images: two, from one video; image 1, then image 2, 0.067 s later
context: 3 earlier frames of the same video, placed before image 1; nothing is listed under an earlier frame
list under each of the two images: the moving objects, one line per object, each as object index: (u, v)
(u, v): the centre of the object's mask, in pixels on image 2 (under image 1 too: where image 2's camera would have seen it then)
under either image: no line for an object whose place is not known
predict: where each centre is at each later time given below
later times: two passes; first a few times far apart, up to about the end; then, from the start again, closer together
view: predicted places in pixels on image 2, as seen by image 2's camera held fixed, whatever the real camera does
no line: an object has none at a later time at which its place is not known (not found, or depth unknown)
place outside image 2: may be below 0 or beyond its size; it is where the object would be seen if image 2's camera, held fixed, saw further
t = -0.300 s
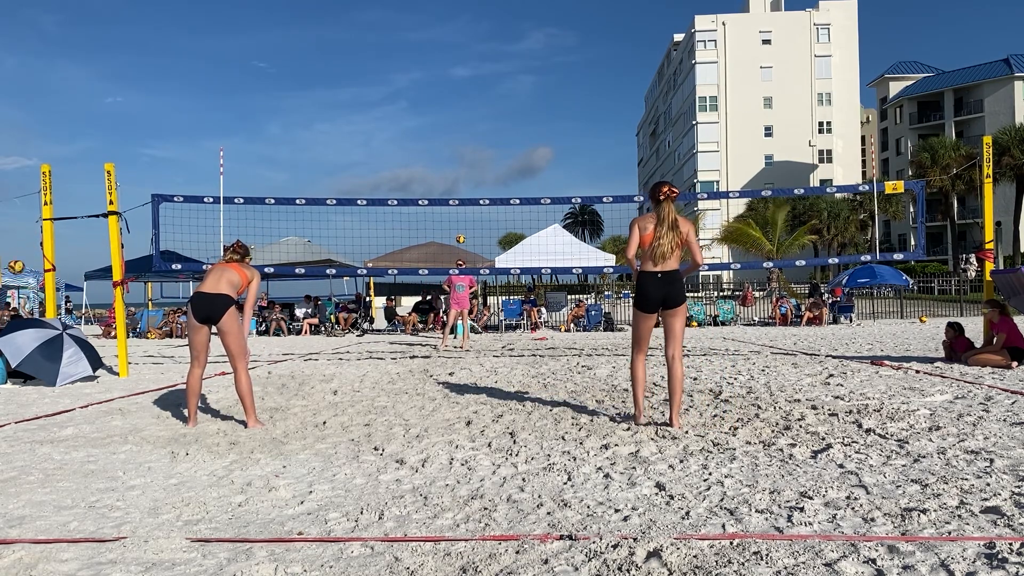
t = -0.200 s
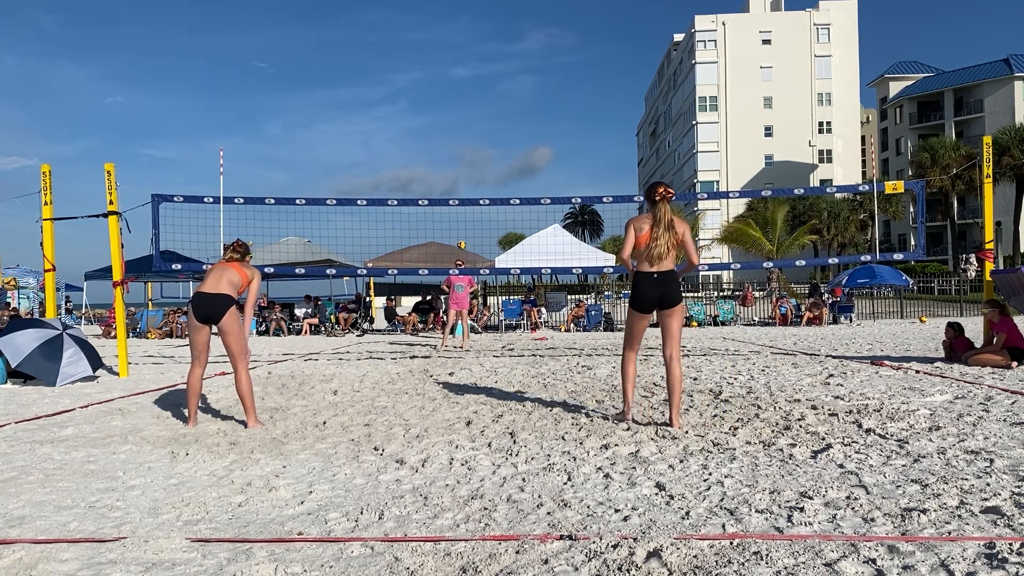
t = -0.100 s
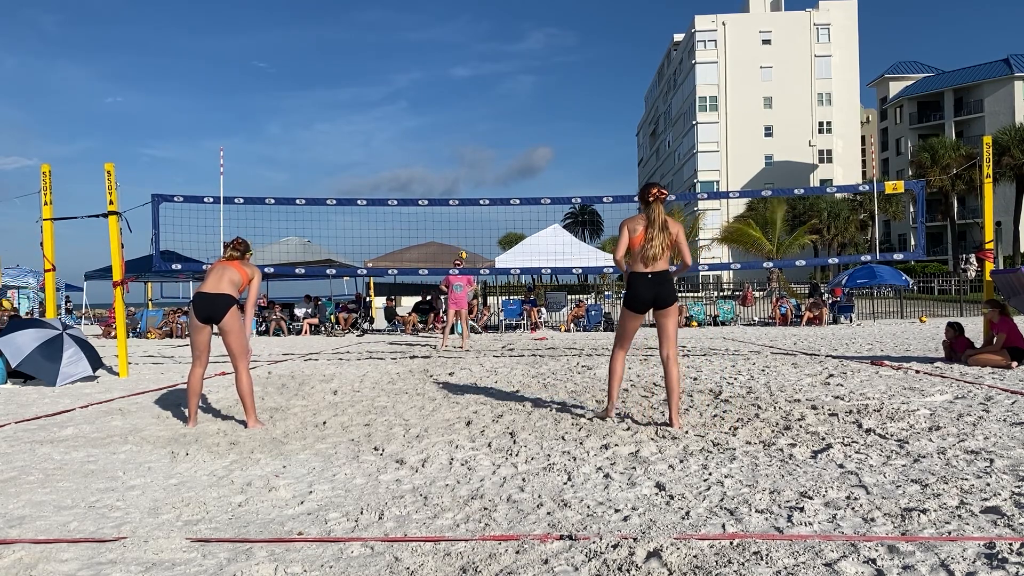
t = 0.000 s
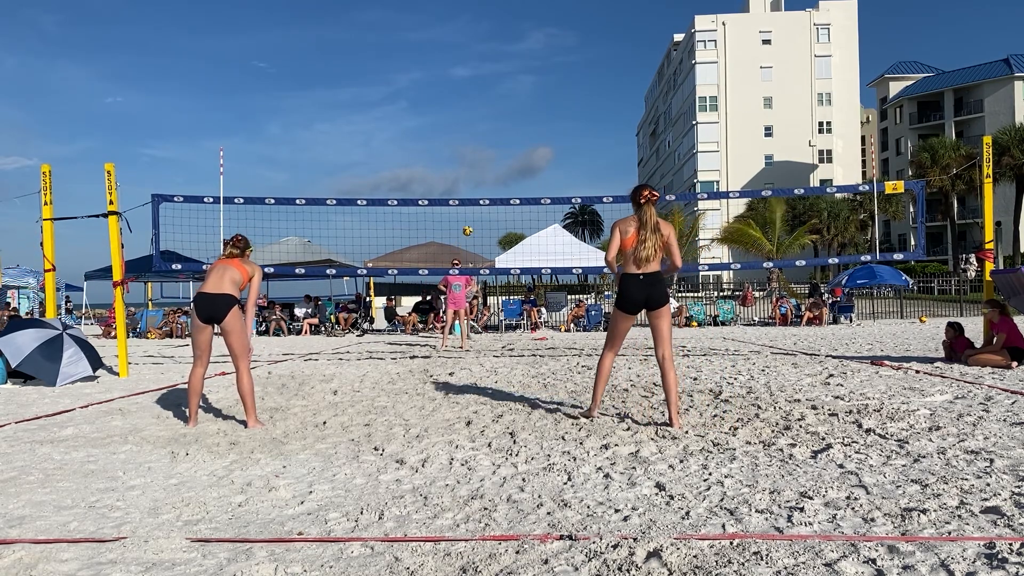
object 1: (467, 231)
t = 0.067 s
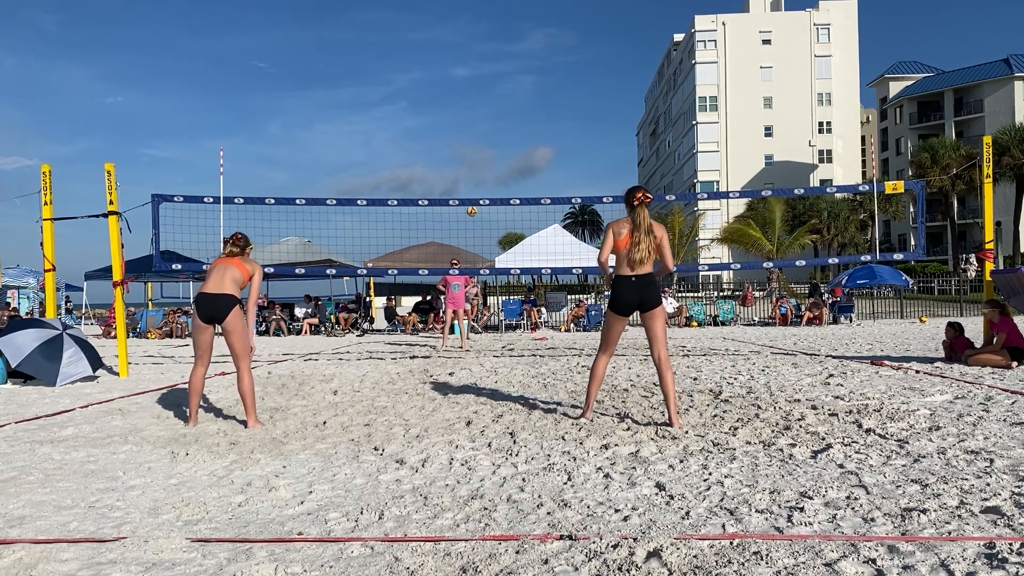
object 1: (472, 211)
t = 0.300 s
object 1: (495, 148)
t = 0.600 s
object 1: (548, 94)
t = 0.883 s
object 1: (635, 97)
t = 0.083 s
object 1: (473, 208)
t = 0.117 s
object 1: (475, 195)
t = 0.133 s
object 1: (477, 192)
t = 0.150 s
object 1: (478, 187)
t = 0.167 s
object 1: (480, 182)
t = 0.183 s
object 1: (481, 178)
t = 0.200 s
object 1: (483, 173)
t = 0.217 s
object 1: (485, 168)
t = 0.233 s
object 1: (487, 164)
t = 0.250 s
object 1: (489, 160)
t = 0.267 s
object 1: (491, 156)
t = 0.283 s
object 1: (493, 151)
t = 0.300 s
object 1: (495, 148)
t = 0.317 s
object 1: (497, 143)
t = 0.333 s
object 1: (500, 140)
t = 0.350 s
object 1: (502, 136)
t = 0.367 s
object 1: (505, 132)
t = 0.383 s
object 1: (507, 129)
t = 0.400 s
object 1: (509, 125)
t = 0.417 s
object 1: (512, 122)
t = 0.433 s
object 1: (515, 119)
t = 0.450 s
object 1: (518, 115)
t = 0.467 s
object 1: (521, 112)
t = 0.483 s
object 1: (524, 110)
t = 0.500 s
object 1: (527, 107)
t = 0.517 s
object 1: (530, 104)
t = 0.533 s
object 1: (534, 102)
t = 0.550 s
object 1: (537, 99)
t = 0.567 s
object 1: (541, 97)
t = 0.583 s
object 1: (544, 95)
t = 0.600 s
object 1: (548, 94)
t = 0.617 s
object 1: (552, 92)
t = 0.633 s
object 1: (556, 90)
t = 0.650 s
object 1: (560, 89)
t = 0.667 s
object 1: (564, 88)
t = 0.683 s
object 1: (569, 87)
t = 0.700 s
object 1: (573, 86)
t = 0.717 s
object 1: (578, 86)
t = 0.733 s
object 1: (582, 86)
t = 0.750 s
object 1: (588, 86)
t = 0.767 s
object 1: (593, 86)
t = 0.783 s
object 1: (598, 87)
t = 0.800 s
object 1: (604, 87)
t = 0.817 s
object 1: (610, 89)
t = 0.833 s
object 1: (616, 90)
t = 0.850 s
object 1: (622, 92)
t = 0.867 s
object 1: (628, 94)
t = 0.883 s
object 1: (635, 97)
